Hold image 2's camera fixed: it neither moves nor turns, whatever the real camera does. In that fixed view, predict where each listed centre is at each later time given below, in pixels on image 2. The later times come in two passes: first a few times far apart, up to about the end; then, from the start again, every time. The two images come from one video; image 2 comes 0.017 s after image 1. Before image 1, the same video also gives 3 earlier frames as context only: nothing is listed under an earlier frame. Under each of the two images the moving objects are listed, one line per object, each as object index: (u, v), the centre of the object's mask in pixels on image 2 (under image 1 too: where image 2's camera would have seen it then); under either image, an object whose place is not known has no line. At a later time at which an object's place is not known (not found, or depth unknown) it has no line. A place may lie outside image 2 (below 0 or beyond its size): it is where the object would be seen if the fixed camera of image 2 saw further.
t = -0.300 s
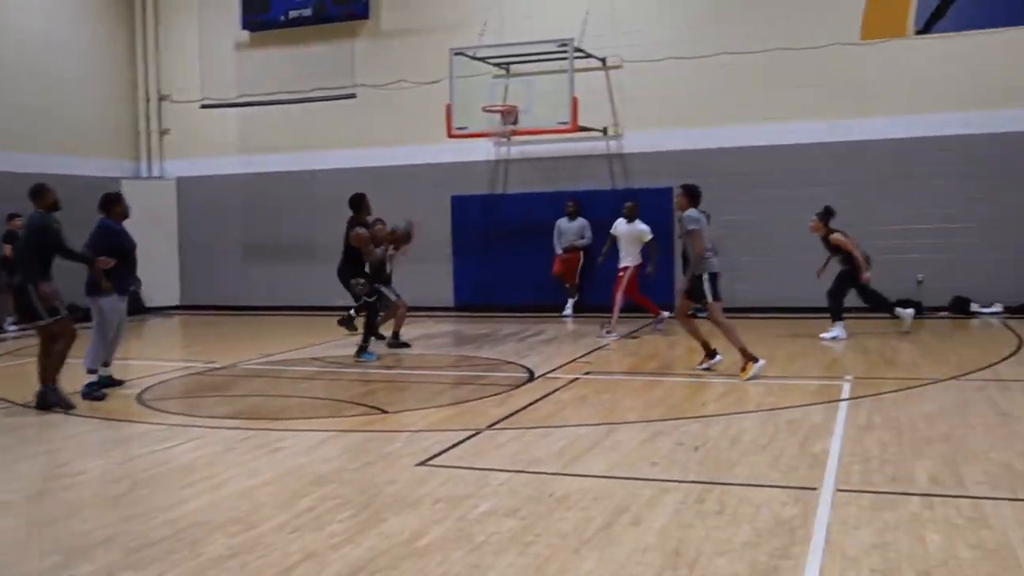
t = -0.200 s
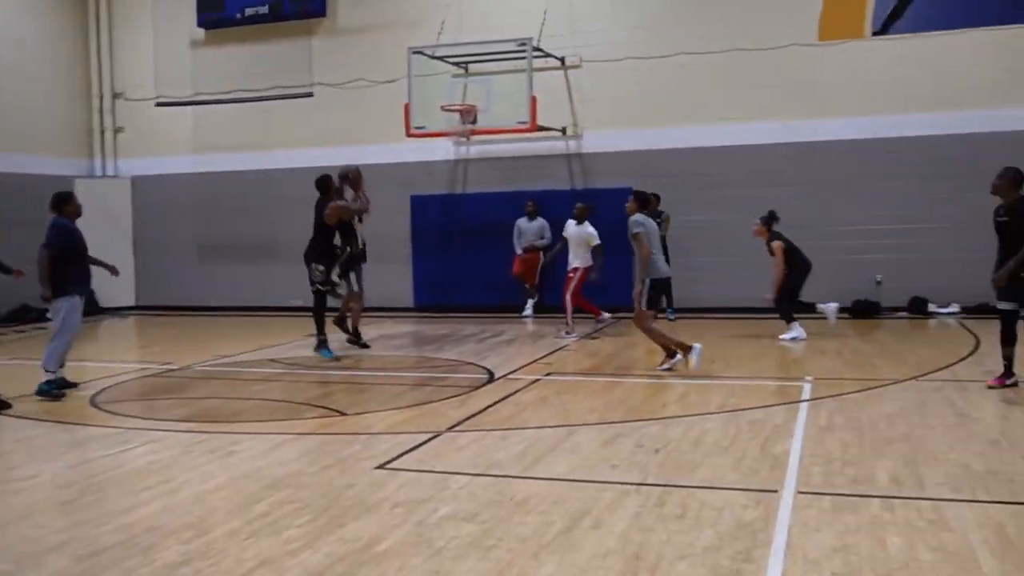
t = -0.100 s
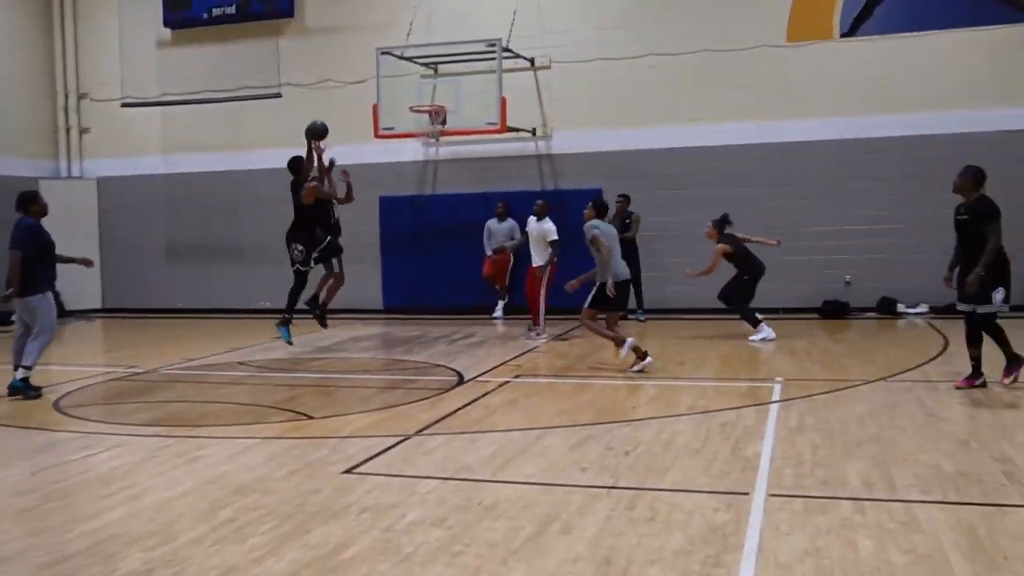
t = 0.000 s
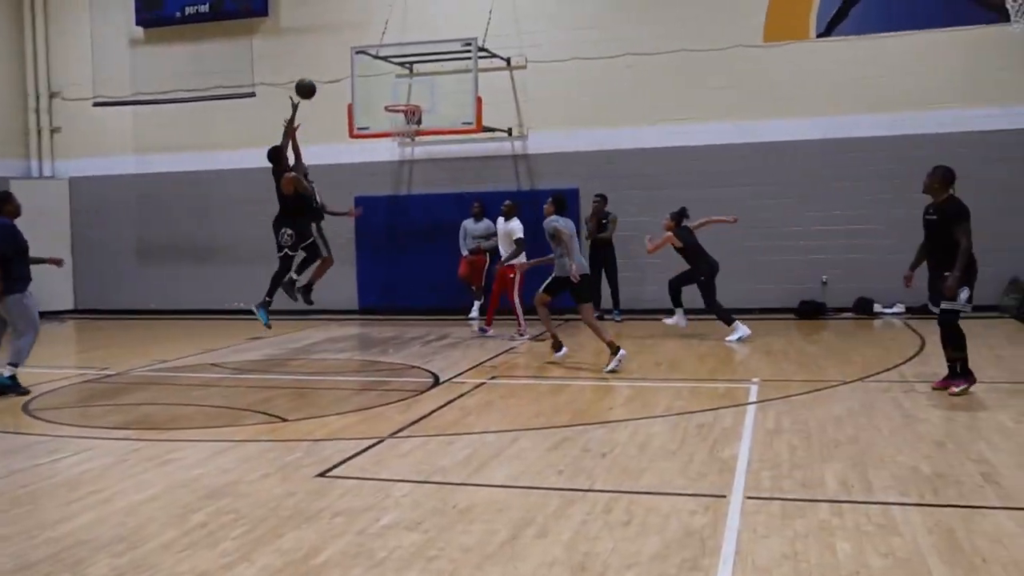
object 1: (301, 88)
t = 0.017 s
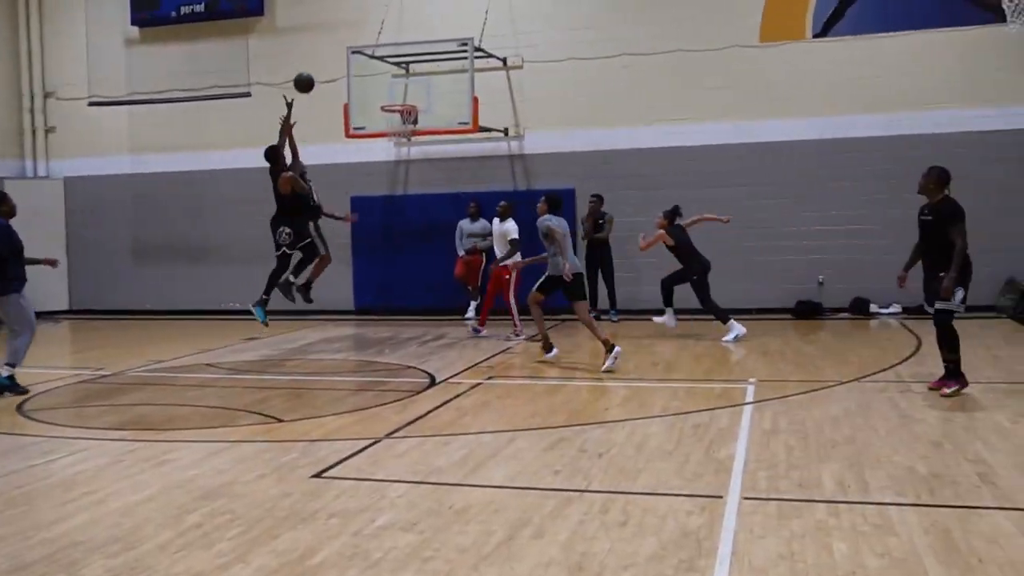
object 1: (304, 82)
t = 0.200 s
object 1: (331, 35)
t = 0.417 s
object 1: (360, 20)
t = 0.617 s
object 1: (387, 38)
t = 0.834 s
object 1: (414, 89)
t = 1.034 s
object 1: (422, 139)
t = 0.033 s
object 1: (307, 77)
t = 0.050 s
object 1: (309, 71)
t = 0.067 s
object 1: (311, 66)
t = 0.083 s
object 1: (314, 61)
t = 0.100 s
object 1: (316, 57)
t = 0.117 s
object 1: (319, 53)
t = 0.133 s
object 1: (321, 48)
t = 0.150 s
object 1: (324, 45)
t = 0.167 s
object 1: (326, 41)
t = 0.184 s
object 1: (329, 38)
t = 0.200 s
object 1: (331, 35)
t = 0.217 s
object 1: (334, 33)
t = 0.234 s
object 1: (336, 30)
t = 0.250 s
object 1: (338, 28)
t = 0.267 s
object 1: (340, 26)
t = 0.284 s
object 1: (343, 24)
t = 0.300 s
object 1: (344, 23)
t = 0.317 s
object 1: (346, 22)
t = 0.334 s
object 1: (349, 21)
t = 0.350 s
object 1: (351, 20)
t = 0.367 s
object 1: (353, 20)
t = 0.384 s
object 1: (355, 19)
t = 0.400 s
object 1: (357, 19)
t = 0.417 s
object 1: (360, 20)
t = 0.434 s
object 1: (362, 20)
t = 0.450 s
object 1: (364, 21)
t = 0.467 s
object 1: (366, 21)
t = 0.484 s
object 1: (369, 22)
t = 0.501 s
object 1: (371, 24)
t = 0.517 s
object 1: (374, 25)
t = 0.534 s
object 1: (376, 26)
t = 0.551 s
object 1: (378, 28)
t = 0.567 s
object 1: (380, 30)
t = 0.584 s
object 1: (383, 33)
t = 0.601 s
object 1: (385, 35)
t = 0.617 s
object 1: (387, 38)
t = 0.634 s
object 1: (389, 41)
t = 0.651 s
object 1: (392, 44)
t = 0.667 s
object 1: (394, 47)
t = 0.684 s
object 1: (396, 50)
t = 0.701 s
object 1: (398, 54)
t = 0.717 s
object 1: (400, 58)
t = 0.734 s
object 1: (402, 62)
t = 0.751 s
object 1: (404, 67)
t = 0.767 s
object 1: (406, 71)
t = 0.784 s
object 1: (408, 75)
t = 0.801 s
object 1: (411, 80)
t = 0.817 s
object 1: (412, 85)
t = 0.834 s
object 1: (414, 89)
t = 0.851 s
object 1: (416, 95)
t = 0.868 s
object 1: (419, 100)
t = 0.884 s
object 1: (421, 105)
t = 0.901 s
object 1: (422, 109)
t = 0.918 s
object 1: (422, 113)
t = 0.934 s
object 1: (422, 115)
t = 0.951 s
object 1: (421, 119)
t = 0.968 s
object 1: (421, 122)
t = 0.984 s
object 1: (422, 126)
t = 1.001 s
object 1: (422, 130)
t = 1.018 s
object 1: (422, 134)
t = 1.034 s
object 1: (422, 139)
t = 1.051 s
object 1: (422, 144)
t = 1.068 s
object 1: (422, 148)
